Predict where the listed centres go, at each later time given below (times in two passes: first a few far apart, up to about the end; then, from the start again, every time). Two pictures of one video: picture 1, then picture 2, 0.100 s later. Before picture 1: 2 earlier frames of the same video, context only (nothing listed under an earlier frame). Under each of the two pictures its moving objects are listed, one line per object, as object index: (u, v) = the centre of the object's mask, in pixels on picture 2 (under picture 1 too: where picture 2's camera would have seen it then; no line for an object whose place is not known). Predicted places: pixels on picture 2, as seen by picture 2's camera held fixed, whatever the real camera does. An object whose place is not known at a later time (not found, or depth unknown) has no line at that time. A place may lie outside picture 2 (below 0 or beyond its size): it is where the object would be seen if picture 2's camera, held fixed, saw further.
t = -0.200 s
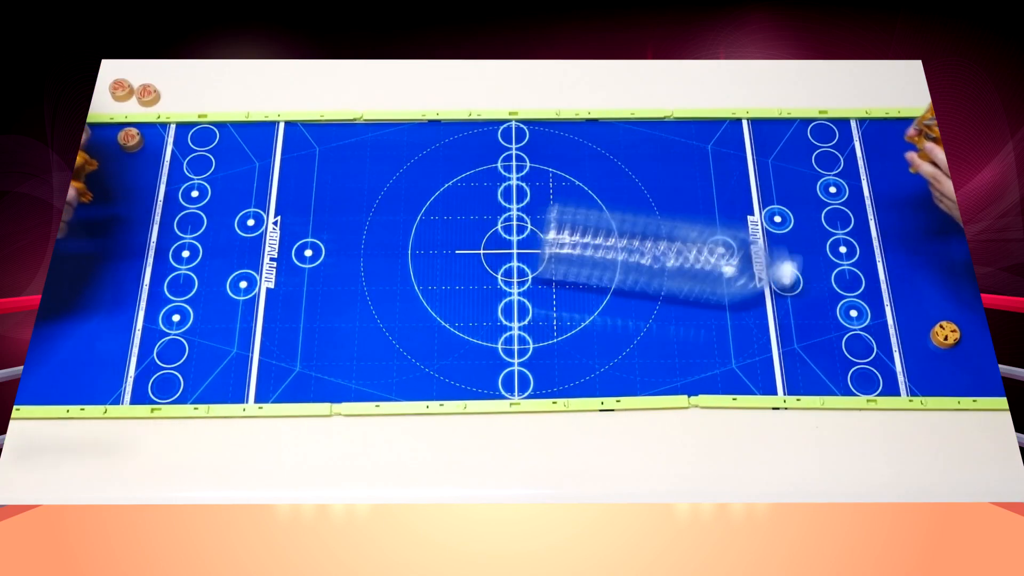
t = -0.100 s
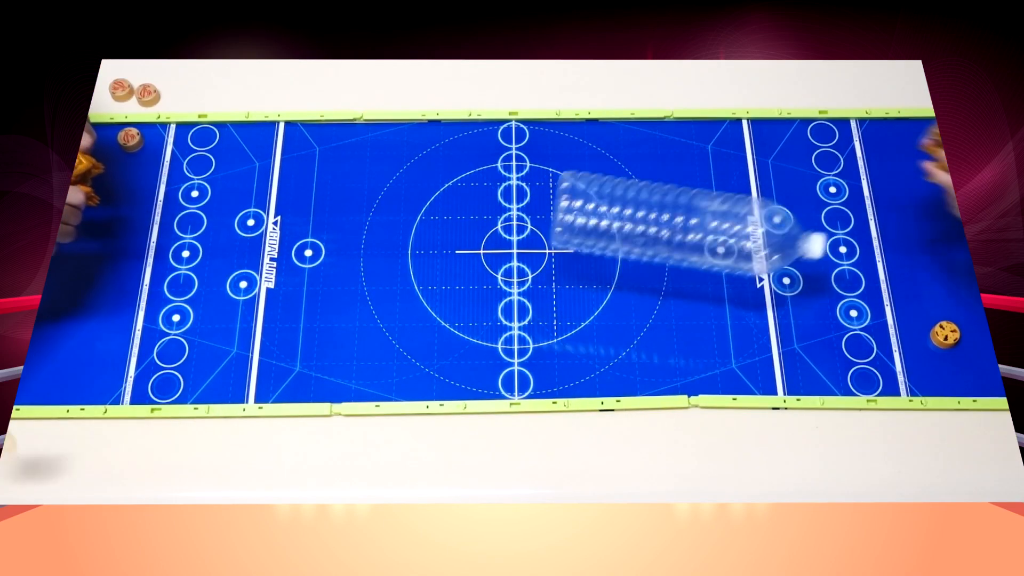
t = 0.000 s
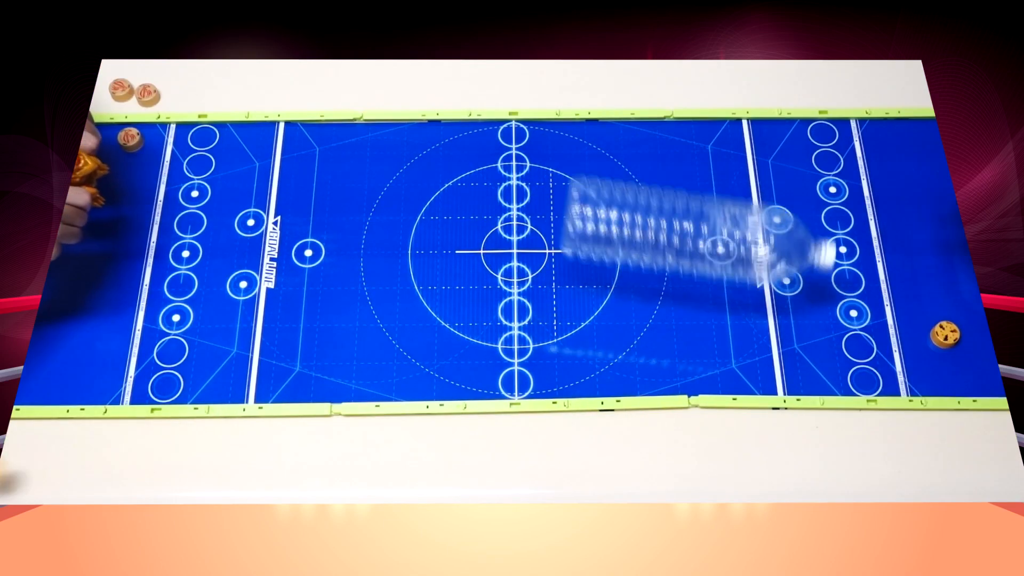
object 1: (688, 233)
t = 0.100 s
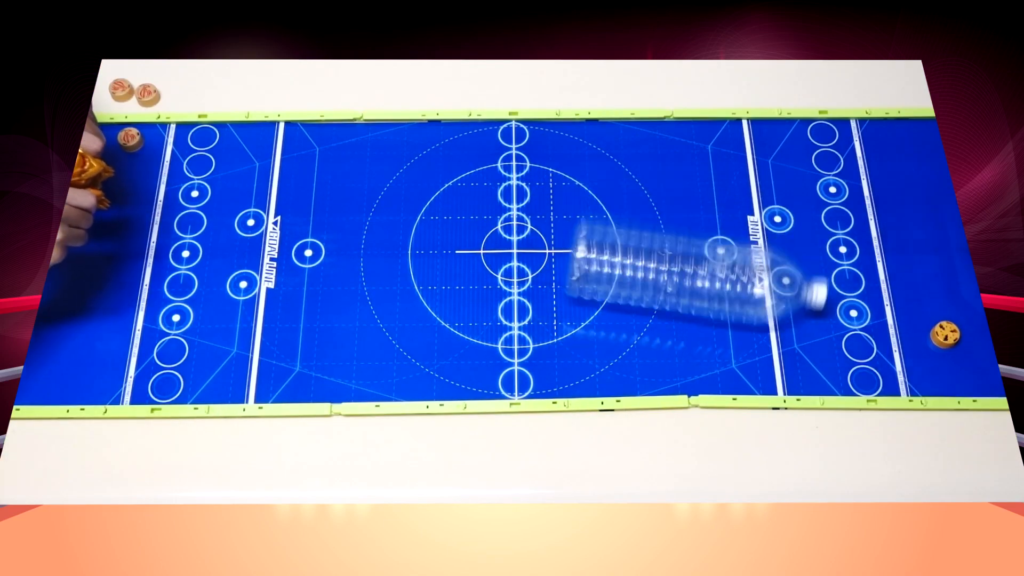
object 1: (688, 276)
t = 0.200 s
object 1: (671, 264)
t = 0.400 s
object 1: (642, 294)
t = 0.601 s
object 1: (632, 314)
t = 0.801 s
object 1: (620, 331)
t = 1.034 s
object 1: (614, 347)
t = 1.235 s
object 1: (615, 343)
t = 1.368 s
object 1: (615, 338)
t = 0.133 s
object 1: (684, 271)
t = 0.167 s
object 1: (678, 265)
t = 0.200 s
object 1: (671, 264)
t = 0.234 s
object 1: (663, 266)
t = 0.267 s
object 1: (657, 271)
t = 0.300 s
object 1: (650, 276)
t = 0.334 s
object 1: (648, 285)
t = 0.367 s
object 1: (645, 294)
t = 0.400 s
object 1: (642, 294)
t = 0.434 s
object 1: (639, 293)
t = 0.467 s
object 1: (636, 295)
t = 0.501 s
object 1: (635, 298)
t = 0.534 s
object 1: (635, 305)
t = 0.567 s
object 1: (635, 312)
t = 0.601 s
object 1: (632, 314)
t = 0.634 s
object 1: (631, 314)
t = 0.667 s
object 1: (626, 318)
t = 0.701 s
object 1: (626, 322)
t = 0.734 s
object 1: (622, 327)
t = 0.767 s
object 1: (619, 328)
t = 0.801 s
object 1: (620, 331)
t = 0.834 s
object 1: (620, 335)
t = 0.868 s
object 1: (618, 336)
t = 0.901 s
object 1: (618, 339)
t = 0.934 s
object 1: (616, 342)
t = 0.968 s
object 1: (616, 344)
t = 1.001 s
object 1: (614, 346)
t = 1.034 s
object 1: (614, 347)
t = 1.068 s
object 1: (614, 347)
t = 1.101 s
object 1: (614, 346)
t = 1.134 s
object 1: (614, 346)
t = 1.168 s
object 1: (614, 345)
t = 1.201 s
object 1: (614, 344)
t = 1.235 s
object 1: (615, 343)
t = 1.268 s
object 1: (615, 342)
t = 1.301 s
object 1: (615, 340)
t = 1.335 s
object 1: (615, 339)
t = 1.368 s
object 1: (615, 338)
